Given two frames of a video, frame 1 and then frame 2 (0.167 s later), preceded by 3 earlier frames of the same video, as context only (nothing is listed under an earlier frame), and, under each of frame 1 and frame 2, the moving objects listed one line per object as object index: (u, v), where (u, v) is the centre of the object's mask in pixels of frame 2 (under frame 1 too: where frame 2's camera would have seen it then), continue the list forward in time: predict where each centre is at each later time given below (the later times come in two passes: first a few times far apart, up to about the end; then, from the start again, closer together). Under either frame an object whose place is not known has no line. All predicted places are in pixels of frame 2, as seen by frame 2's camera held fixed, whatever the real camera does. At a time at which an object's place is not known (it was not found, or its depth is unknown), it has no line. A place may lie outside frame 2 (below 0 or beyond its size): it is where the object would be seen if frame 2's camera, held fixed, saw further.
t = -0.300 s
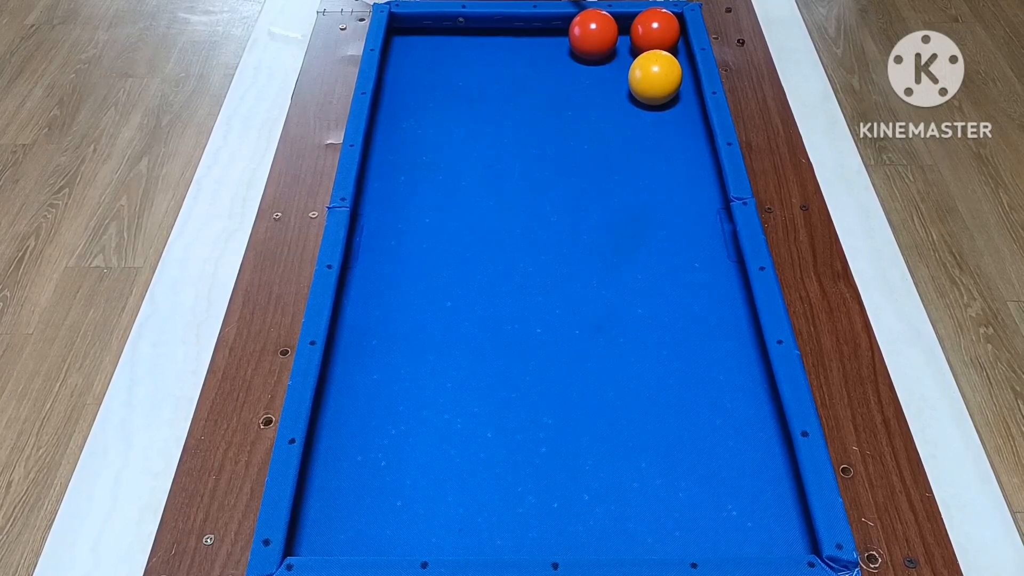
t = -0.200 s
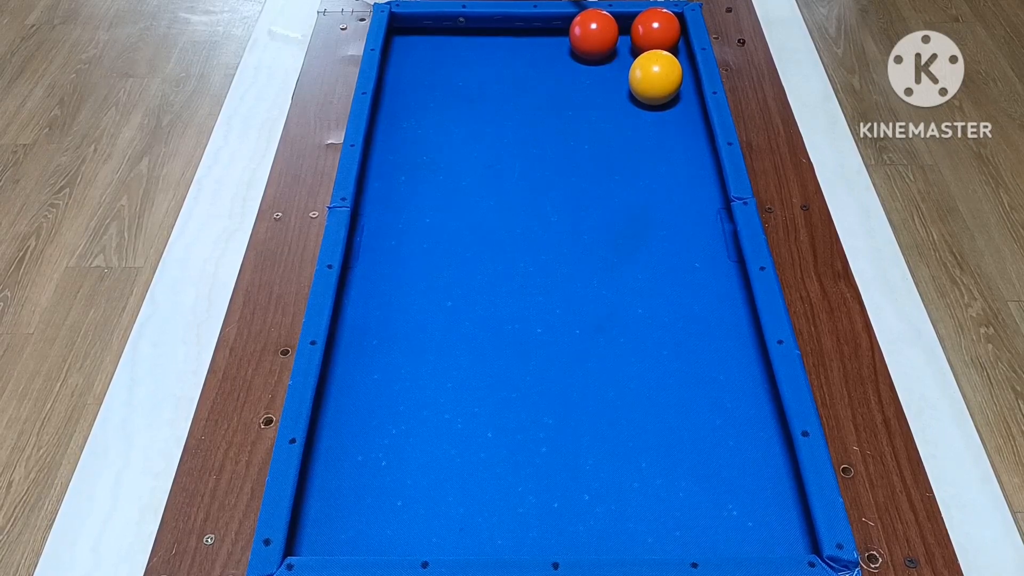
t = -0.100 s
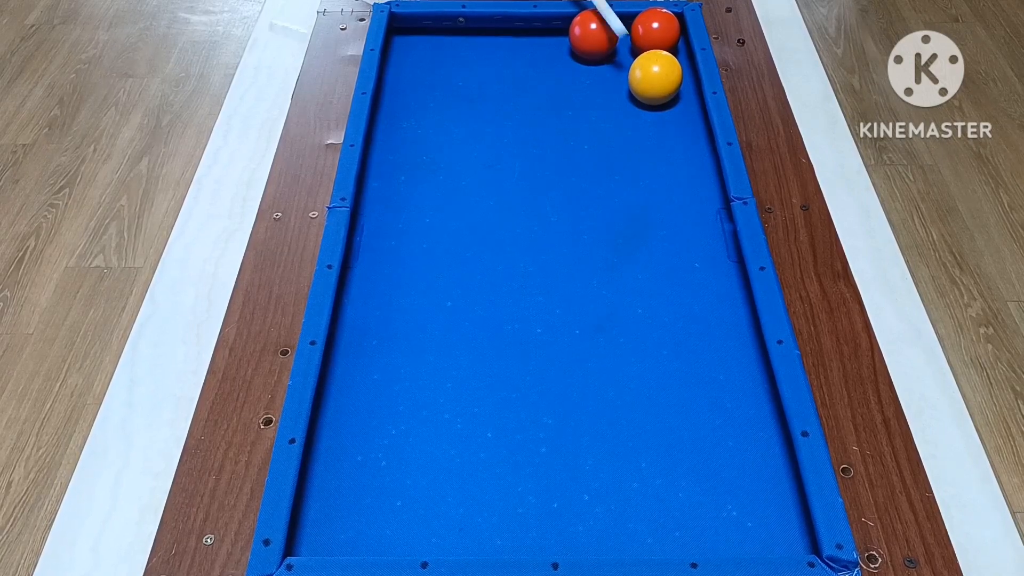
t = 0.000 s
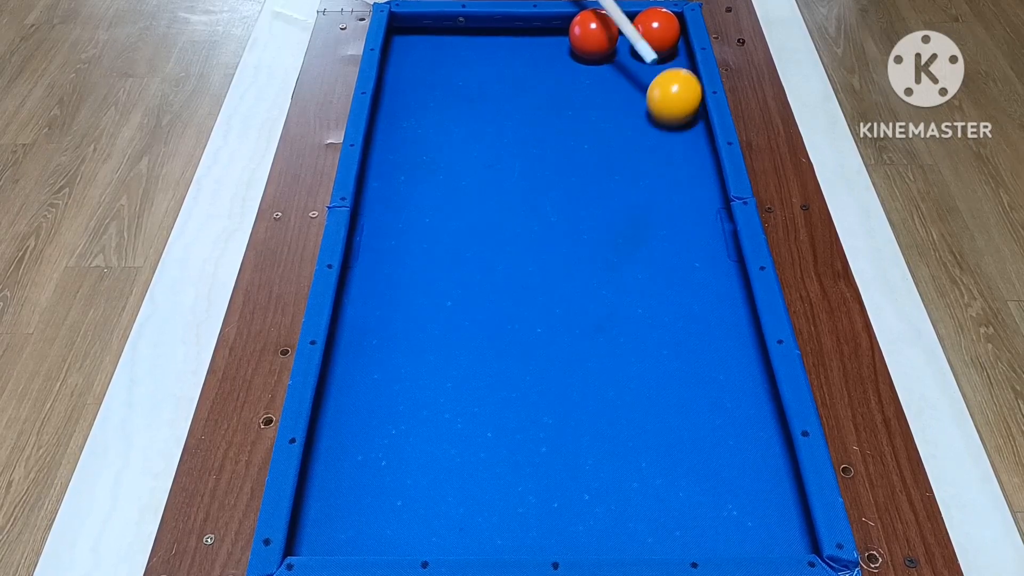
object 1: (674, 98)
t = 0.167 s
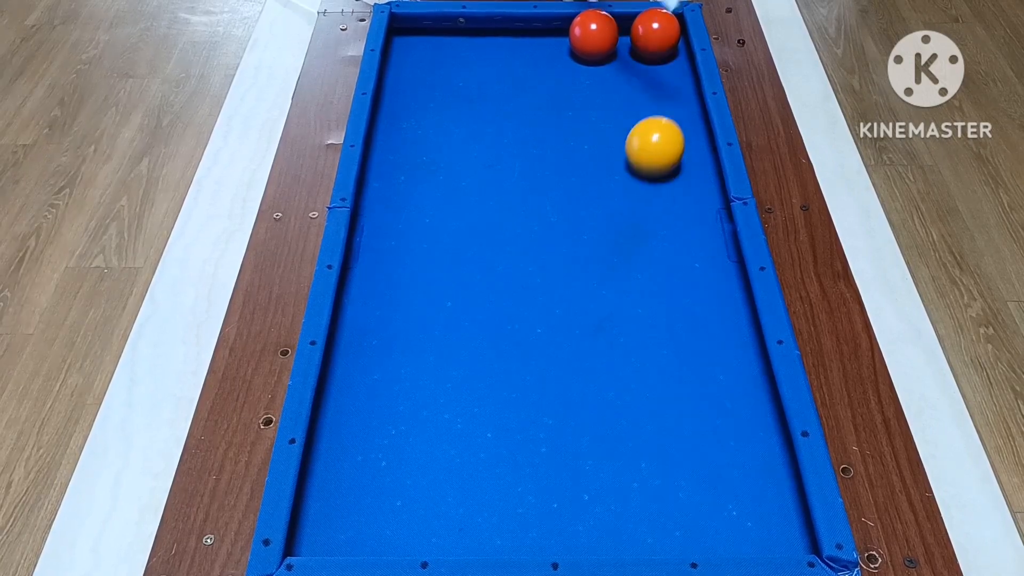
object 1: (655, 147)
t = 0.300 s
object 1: (639, 189)
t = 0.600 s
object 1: (599, 301)
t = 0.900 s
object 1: (548, 442)
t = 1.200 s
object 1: (473, 483)
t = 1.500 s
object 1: (401, 415)
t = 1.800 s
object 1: (369, 360)
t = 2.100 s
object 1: (401, 317)
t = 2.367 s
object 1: (424, 284)
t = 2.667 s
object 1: (446, 253)
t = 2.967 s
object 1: (466, 227)
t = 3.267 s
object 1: (483, 205)
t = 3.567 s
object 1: (500, 186)
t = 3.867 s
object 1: (516, 171)
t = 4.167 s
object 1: (531, 159)
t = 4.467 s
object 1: (547, 149)
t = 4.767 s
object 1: (562, 141)
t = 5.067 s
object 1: (575, 135)
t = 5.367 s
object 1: (581, 131)
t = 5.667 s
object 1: (583, 130)
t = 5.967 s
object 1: (583, 130)
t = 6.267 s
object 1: (581, 131)
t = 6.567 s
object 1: (581, 131)
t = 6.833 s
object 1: (581, 131)
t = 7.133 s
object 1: (581, 131)
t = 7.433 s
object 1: (581, 131)
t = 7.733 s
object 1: (581, 131)
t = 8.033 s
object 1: (581, 131)
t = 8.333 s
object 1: (581, 131)
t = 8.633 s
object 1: (581, 131)
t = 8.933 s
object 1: (581, 131)
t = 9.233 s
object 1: (581, 131)
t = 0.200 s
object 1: (651, 156)
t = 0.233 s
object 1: (647, 168)
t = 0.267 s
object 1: (643, 178)
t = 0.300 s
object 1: (639, 189)
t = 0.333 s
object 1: (635, 200)
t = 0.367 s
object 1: (631, 212)
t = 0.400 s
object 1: (627, 223)
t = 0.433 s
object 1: (622, 236)
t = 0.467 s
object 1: (618, 248)
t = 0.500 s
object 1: (613, 261)
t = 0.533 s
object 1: (609, 273)
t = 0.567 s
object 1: (604, 286)
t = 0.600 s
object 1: (599, 301)
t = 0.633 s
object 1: (594, 315)
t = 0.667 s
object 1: (589, 329)
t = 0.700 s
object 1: (583, 344)
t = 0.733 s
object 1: (578, 359)
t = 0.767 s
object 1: (572, 375)
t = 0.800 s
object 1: (567, 391)
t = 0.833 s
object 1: (560, 408)
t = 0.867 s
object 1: (554, 424)
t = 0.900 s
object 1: (548, 442)
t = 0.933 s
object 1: (541, 460)
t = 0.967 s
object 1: (535, 480)
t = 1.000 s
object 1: (528, 498)
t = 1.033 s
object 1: (520, 516)
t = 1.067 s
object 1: (511, 517)
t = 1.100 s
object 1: (501, 508)
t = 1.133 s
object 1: (492, 500)
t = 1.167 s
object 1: (482, 492)
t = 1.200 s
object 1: (473, 483)
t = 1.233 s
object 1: (465, 476)
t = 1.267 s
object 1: (456, 468)
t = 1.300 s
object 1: (448, 459)
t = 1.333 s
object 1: (439, 452)
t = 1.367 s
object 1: (432, 445)
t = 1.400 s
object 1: (424, 437)
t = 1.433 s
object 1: (416, 430)
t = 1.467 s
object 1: (408, 423)
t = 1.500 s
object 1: (401, 415)
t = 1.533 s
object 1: (393, 409)
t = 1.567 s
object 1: (386, 402)
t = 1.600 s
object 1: (379, 395)
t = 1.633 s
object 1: (372, 389)
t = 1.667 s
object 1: (365, 383)
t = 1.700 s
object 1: (359, 376)
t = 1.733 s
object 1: (360, 371)
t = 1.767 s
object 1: (364, 365)
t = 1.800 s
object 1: (369, 360)
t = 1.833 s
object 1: (373, 355)
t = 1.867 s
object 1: (377, 350)
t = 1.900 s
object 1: (380, 345)
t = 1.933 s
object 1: (384, 340)
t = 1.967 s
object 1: (388, 335)
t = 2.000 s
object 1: (391, 331)
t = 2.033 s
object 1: (394, 326)
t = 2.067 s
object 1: (397, 321)
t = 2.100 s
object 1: (401, 317)
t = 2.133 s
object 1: (404, 312)
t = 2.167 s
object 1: (407, 308)
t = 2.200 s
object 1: (410, 304)
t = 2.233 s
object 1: (412, 300)
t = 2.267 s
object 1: (415, 296)
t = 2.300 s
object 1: (418, 292)
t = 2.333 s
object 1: (421, 288)
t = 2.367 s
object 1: (424, 284)
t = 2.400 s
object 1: (426, 280)
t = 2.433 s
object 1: (429, 276)
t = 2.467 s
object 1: (431, 273)
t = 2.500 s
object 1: (434, 270)
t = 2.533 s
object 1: (436, 266)
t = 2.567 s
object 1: (439, 263)
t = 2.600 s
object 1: (441, 259)
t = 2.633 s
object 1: (444, 256)
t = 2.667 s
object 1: (446, 253)
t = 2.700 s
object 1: (448, 250)
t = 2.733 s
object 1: (451, 247)
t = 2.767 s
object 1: (453, 244)
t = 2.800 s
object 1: (455, 241)
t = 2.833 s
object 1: (457, 238)
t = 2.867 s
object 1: (459, 235)
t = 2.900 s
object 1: (461, 233)
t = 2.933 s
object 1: (464, 229)
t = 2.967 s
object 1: (466, 227)
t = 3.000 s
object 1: (468, 224)
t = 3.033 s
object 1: (470, 222)
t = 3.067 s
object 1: (472, 219)
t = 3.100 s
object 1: (474, 217)
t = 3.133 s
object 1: (476, 214)
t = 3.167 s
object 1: (478, 212)
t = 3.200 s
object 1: (480, 209)
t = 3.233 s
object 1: (481, 207)
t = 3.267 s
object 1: (483, 205)
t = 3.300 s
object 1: (485, 203)
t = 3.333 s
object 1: (487, 200)
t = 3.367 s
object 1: (489, 198)
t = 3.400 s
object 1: (491, 196)
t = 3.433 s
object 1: (493, 194)
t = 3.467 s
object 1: (495, 192)
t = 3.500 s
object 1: (497, 190)
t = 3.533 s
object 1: (499, 188)
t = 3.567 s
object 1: (500, 186)
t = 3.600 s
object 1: (502, 184)
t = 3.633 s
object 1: (504, 183)
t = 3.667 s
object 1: (506, 181)
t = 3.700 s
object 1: (507, 179)
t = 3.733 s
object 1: (509, 177)
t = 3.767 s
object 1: (511, 175)
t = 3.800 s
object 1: (512, 174)
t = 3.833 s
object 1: (514, 172)
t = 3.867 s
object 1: (516, 171)
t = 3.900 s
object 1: (517, 169)
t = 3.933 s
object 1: (519, 168)
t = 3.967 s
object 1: (521, 166)
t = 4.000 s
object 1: (522, 165)
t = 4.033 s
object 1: (524, 164)
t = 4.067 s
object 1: (526, 162)
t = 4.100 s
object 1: (528, 161)
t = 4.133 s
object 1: (530, 160)
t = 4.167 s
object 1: (531, 159)
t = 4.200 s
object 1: (533, 157)
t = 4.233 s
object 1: (535, 156)
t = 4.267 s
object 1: (537, 155)
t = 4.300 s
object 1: (539, 154)
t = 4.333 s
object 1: (540, 153)
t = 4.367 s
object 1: (542, 152)
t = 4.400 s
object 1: (544, 150)
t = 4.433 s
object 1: (546, 149)
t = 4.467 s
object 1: (547, 149)
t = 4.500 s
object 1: (549, 148)
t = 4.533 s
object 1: (551, 146)
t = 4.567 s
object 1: (552, 146)
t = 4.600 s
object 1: (554, 145)
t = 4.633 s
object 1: (556, 144)
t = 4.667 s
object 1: (558, 143)
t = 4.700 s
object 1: (559, 143)
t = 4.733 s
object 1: (561, 142)
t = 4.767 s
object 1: (562, 141)
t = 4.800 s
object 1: (564, 140)
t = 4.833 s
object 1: (565, 140)
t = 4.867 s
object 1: (566, 139)
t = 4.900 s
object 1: (568, 138)
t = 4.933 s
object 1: (569, 138)
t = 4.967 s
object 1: (570, 137)
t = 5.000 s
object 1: (572, 136)
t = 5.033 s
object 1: (573, 136)
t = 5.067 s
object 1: (575, 135)
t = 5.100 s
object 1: (576, 134)
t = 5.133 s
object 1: (577, 134)
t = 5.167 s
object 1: (578, 133)
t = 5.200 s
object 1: (578, 133)
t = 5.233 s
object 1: (579, 132)
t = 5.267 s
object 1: (580, 132)
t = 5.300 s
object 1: (580, 132)
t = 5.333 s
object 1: (581, 131)
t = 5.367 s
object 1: (581, 131)
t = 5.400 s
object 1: (582, 130)
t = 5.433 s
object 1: (582, 130)
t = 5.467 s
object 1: (583, 130)
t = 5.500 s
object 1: (583, 130)
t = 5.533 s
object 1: (583, 129)
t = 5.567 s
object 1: (583, 129)
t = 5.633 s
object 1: (583, 129)
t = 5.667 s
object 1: (583, 130)
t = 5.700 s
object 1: (583, 130)
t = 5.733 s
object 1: (583, 130)
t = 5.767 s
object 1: (583, 130)
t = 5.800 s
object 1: (583, 130)
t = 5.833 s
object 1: (583, 130)
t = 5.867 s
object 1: (583, 130)
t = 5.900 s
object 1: (583, 130)
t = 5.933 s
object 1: (583, 130)
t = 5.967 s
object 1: (583, 130)
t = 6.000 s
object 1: (582, 130)
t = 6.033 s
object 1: (582, 130)
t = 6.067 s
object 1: (582, 131)
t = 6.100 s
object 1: (581, 131)
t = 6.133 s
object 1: (581, 131)
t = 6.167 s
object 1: (581, 131)
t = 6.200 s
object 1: (581, 131)
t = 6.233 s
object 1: (581, 131)
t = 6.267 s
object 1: (581, 131)
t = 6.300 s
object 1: (581, 131)
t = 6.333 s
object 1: (581, 131)
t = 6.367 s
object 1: (581, 131)
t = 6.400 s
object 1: (581, 131)
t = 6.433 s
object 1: (581, 131)
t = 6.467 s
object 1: (581, 131)
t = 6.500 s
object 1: (581, 131)
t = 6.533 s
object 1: (581, 131)
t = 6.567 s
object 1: (581, 131)
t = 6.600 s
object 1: (581, 131)
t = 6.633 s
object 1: (581, 131)
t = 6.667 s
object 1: (581, 131)
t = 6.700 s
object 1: (581, 131)
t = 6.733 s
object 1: (581, 131)
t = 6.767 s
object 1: (581, 131)
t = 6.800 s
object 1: (581, 131)
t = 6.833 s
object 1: (581, 131)
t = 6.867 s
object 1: (581, 131)
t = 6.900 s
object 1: (581, 131)
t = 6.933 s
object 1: (581, 131)
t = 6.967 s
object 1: (581, 131)
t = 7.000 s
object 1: (581, 131)
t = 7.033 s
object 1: (581, 131)
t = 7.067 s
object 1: (581, 131)
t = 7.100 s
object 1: (581, 131)
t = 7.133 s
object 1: (581, 131)
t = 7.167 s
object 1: (581, 131)
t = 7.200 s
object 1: (581, 131)
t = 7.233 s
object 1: (581, 131)
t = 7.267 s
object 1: (581, 130)
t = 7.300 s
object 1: (581, 131)
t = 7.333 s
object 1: (581, 131)
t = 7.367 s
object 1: (581, 131)
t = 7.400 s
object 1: (581, 131)
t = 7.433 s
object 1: (581, 131)
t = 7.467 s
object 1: (581, 130)
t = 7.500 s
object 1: (581, 131)
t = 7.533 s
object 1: (581, 131)
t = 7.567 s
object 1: (581, 131)
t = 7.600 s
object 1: (581, 131)
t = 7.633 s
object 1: (581, 131)
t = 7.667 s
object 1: (581, 131)
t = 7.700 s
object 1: (581, 131)
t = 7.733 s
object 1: (581, 131)
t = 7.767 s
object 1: (581, 131)
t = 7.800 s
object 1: (581, 131)
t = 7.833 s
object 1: (581, 131)
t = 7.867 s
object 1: (581, 131)
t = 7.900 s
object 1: (581, 131)
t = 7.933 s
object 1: (581, 131)
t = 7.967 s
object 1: (581, 131)
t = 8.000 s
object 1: (581, 131)
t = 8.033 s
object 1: (581, 131)
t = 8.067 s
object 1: (581, 131)
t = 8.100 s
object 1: (581, 131)
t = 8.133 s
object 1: (581, 131)
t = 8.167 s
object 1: (581, 131)
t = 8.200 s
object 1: (581, 131)
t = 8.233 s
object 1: (581, 131)
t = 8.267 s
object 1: (581, 131)
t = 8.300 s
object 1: (581, 131)
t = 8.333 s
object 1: (581, 131)
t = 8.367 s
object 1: (581, 131)
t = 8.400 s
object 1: (581, 131)
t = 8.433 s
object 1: (581, 131)
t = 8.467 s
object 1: (581, 131)
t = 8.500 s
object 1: (581, 131)
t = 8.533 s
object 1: (581, 131)
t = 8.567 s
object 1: (581, 130)
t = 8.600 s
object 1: (581, 131)
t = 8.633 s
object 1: (581, 131)
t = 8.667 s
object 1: (581, 131)
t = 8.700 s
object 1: (581, 131)
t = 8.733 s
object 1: (581, 131)
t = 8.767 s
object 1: (581, 131)
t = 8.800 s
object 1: (581, 131)
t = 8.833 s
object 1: (581, 131)
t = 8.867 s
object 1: (581, 131)
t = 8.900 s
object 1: (581, 131)
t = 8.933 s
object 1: (581, 131)
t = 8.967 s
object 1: (581, 131)
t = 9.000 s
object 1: (581, 131)
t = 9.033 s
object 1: (581, 131)
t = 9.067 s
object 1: (581, 131)
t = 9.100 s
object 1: (581, 131)
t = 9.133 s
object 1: (581, 131)
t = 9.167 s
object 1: (581, 131)
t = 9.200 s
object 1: (581, 131)
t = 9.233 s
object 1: (581, 131)
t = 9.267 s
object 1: (581, 131)
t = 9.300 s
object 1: (581, 130)
